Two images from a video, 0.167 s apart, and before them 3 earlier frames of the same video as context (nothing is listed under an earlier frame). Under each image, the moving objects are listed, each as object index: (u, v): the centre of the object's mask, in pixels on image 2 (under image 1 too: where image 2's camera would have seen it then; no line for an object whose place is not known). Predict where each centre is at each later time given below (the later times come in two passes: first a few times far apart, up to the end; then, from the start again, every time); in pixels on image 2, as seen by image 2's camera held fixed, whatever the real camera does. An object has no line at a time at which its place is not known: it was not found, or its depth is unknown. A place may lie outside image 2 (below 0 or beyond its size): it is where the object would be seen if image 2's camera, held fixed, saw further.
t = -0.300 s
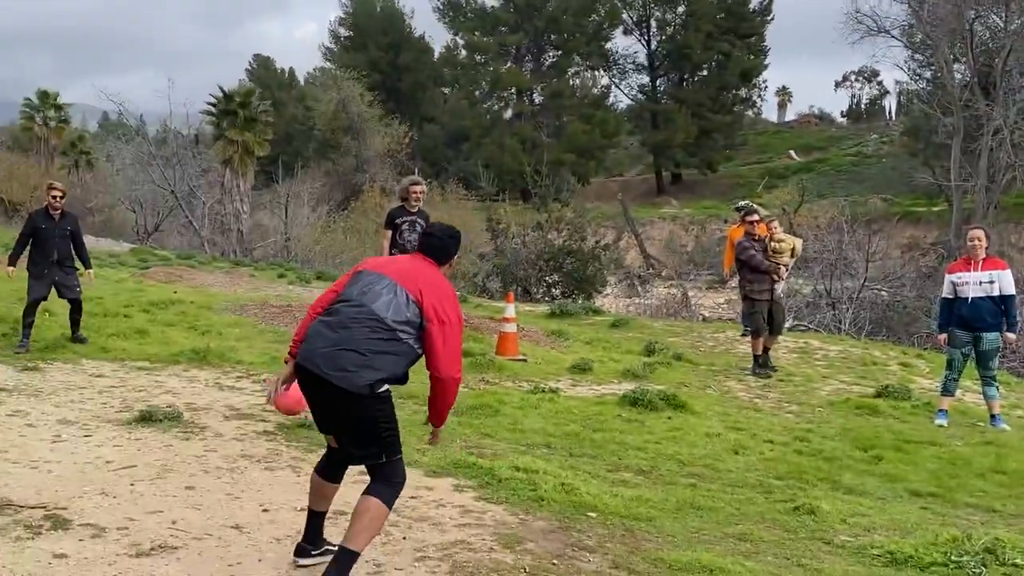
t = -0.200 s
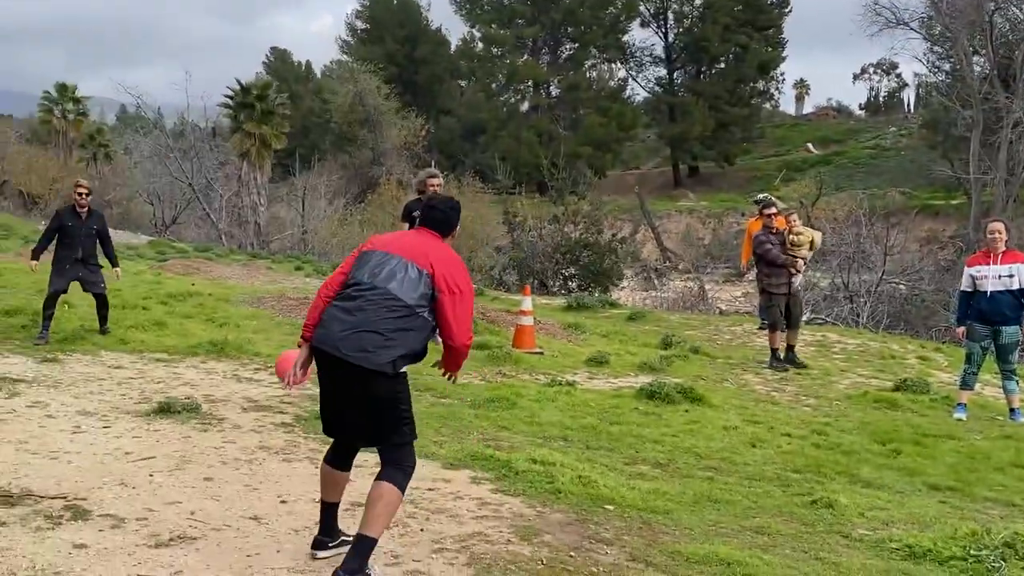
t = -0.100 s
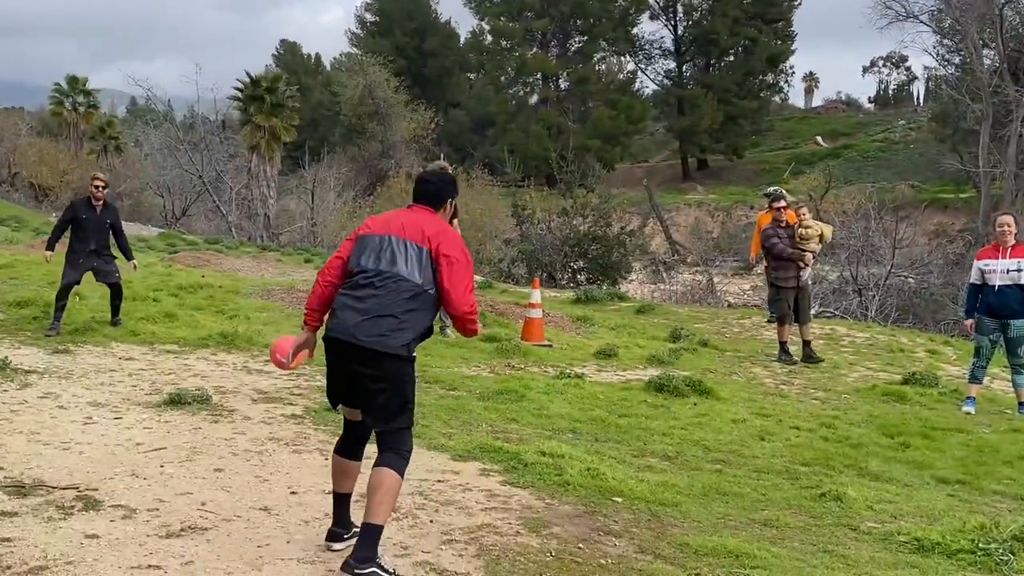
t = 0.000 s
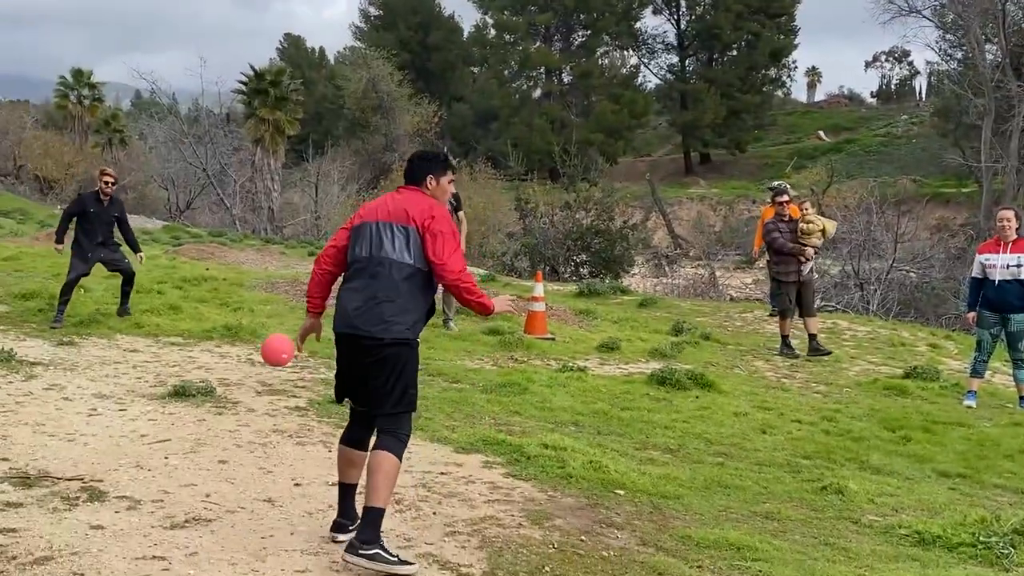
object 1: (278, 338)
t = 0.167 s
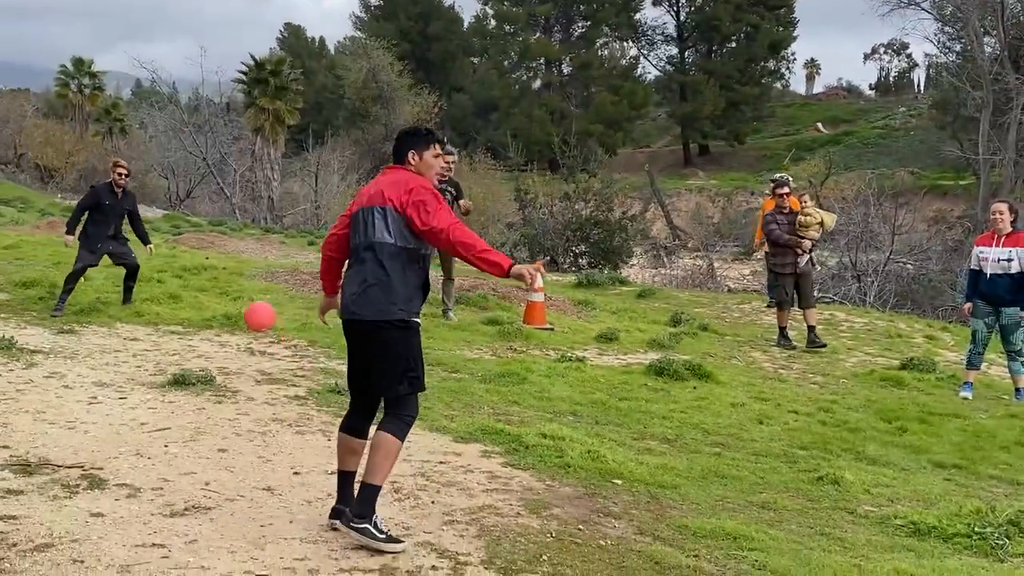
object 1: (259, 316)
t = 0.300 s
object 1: (249, 299)
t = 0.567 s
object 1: (229, 318)
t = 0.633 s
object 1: (227, 305)
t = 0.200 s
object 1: (256, 310)
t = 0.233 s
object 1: (254, 304)
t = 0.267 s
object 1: (251, 301)
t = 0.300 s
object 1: (249, 299)
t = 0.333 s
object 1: (246, 297)
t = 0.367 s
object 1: (243, 296)
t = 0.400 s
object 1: (241, 297)
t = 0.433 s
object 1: (238, 299)
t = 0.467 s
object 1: (236, 303)
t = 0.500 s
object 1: (234, 308)
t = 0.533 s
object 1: (231, 312)
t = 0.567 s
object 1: (229, 318)
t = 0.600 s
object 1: (228, 311)
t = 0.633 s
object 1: (227, 305)
